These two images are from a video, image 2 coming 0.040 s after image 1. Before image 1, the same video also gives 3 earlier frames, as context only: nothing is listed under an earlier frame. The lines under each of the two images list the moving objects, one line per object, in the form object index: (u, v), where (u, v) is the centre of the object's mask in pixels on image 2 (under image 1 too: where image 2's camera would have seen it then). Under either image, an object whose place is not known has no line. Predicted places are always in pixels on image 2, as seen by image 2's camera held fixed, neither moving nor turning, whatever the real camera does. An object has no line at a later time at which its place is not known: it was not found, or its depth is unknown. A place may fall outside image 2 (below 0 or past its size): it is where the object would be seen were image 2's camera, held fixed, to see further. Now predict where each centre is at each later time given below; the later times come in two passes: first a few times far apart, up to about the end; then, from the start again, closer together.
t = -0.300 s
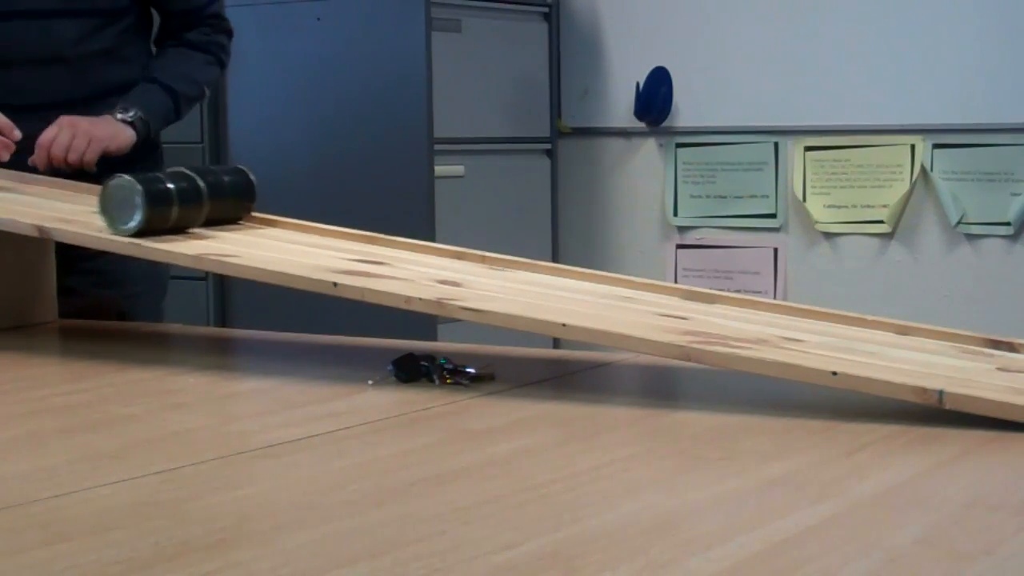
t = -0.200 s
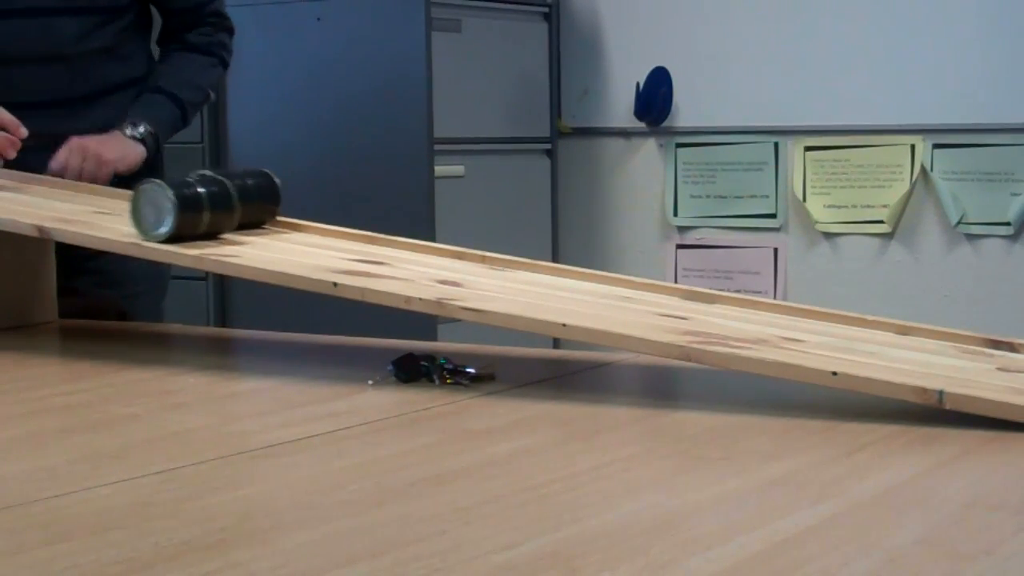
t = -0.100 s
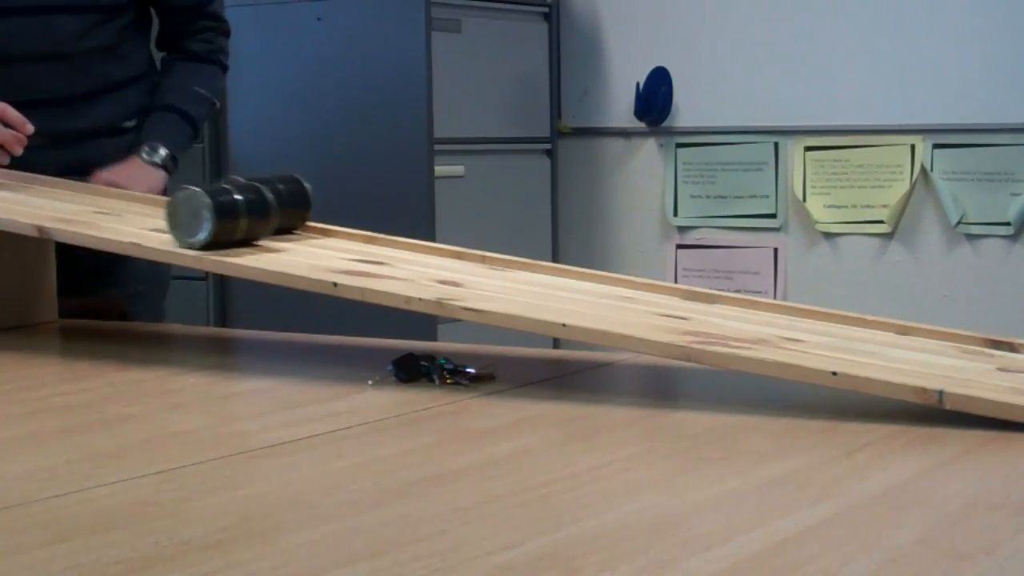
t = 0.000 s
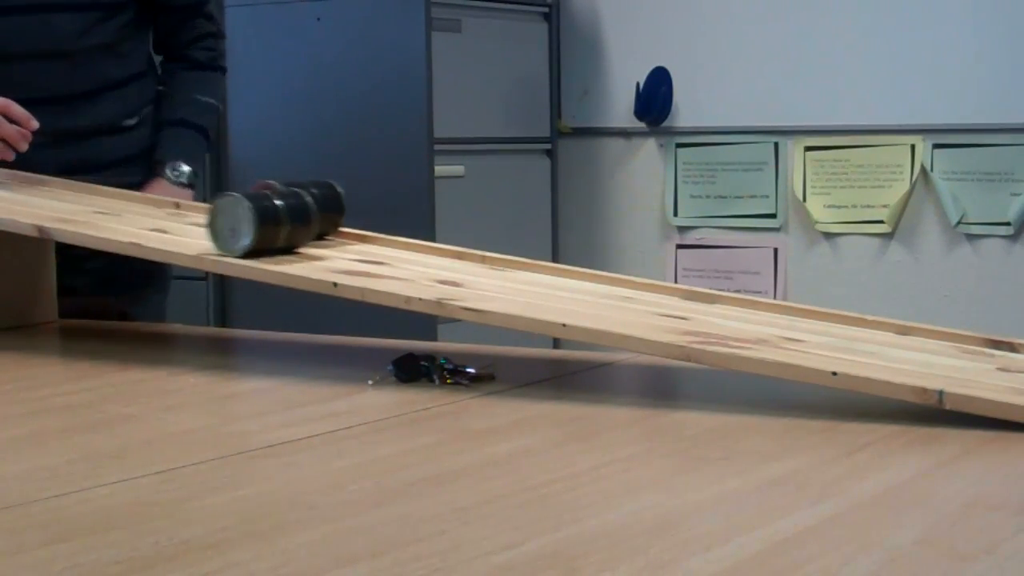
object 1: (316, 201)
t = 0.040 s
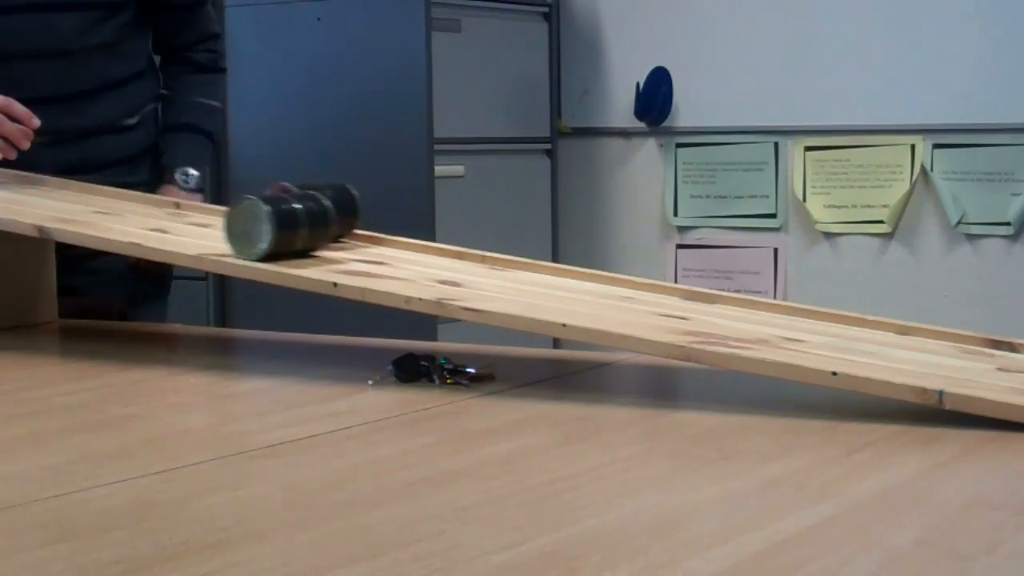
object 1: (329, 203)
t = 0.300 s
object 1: (420, 209)
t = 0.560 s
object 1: (549, 245)
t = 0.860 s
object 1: (780, 291)
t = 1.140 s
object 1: (1014, 337)
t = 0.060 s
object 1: (337, 202)
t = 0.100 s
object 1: (350, 200)
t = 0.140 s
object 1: (360, 200)
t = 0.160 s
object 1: (366, 202)
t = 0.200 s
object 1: (379, 203)
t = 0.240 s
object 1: (397, 206)
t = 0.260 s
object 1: (407, 208)
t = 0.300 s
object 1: (420, 209)
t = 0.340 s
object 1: (433, 213)
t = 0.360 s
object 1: (442, 214)
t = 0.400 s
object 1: (463, 219)
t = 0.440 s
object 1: (483, 225)
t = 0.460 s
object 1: (493, 228)
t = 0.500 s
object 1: (515, 234)
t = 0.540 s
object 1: (537, 241)
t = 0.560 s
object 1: (549, 245)
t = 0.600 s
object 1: (576, 250)
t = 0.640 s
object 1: (606, 255)
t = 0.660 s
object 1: (619, 258)
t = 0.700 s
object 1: (648, 266)
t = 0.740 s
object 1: (678, 272)
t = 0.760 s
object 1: (693, 275)
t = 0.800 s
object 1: (726, 282)
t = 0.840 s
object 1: (762, 288)
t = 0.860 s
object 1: (780, 291)
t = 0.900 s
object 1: (817, 298)
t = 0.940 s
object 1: (855, 304)
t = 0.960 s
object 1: (873, 307)
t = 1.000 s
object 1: (911, 312)
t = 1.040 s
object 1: (953, 321)
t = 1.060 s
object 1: (973, 324)
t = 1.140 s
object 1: (1014, 337)
